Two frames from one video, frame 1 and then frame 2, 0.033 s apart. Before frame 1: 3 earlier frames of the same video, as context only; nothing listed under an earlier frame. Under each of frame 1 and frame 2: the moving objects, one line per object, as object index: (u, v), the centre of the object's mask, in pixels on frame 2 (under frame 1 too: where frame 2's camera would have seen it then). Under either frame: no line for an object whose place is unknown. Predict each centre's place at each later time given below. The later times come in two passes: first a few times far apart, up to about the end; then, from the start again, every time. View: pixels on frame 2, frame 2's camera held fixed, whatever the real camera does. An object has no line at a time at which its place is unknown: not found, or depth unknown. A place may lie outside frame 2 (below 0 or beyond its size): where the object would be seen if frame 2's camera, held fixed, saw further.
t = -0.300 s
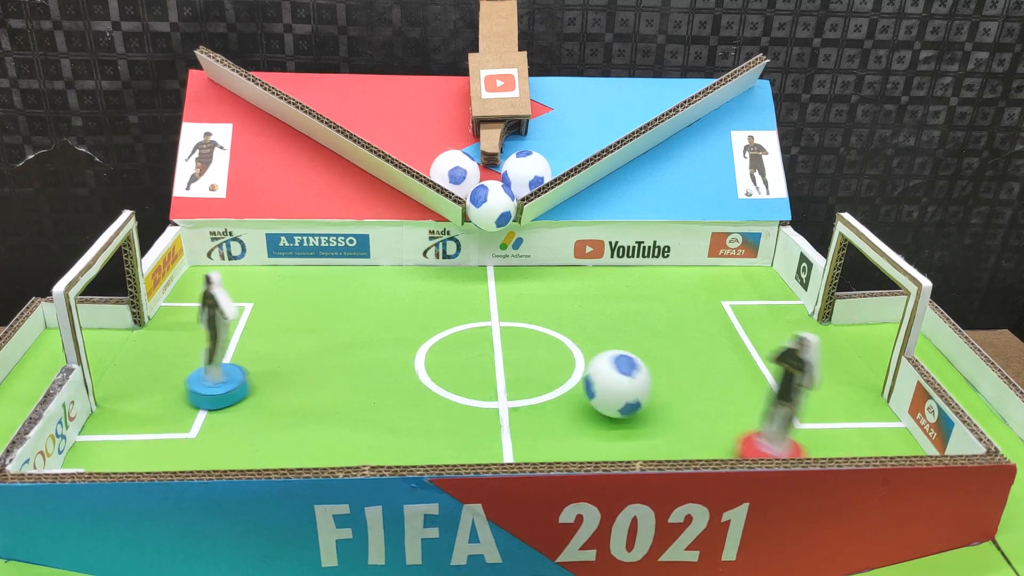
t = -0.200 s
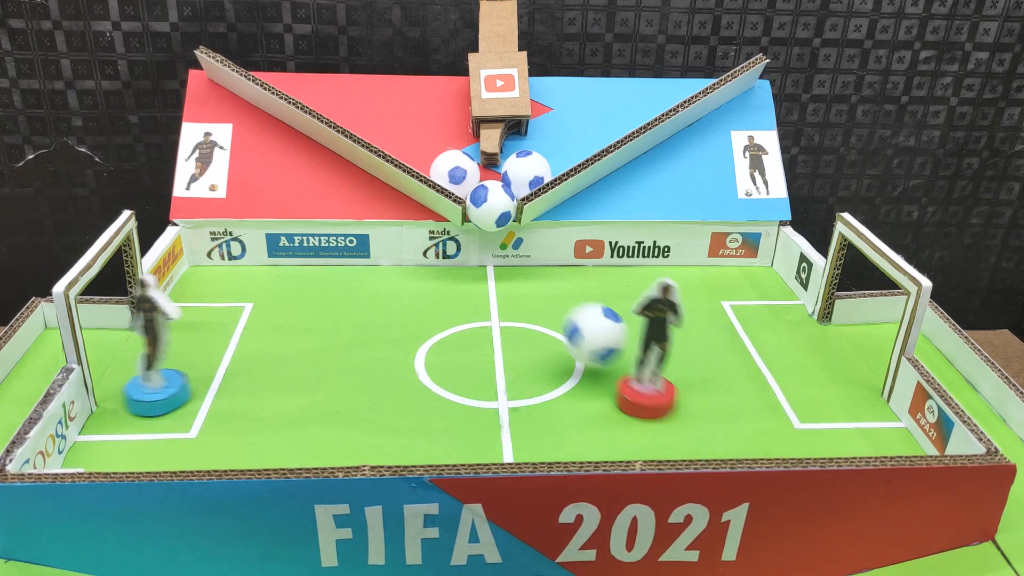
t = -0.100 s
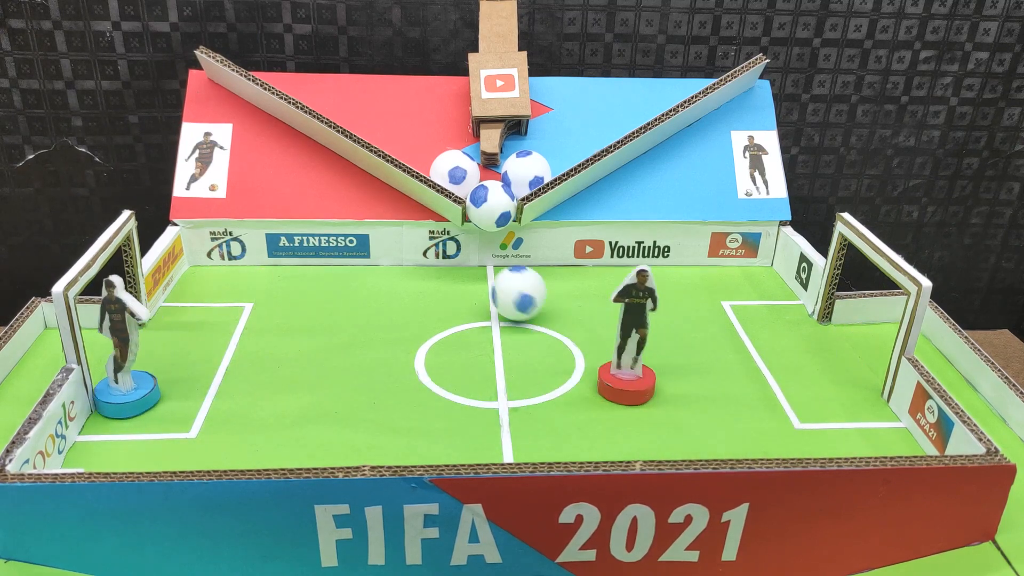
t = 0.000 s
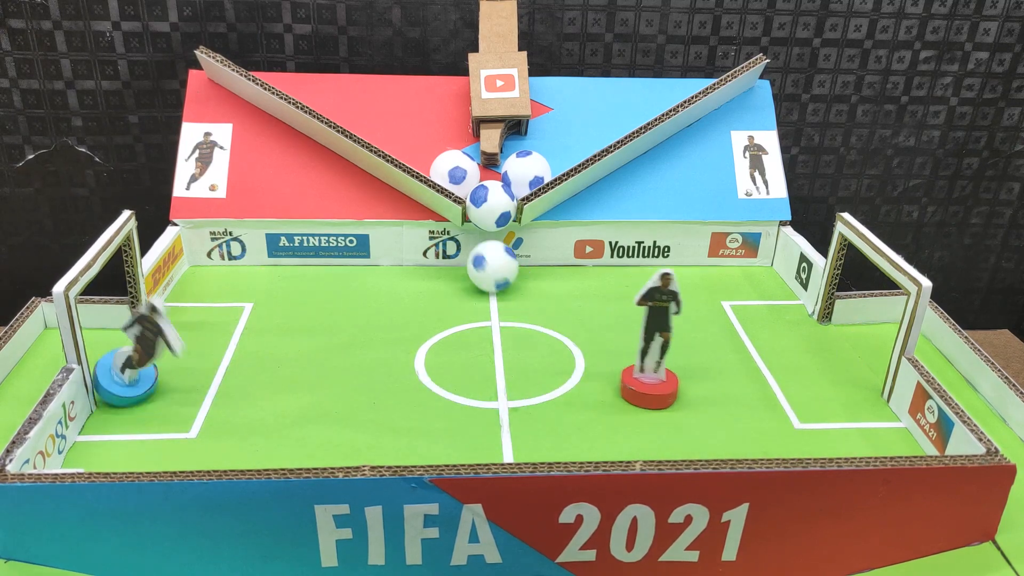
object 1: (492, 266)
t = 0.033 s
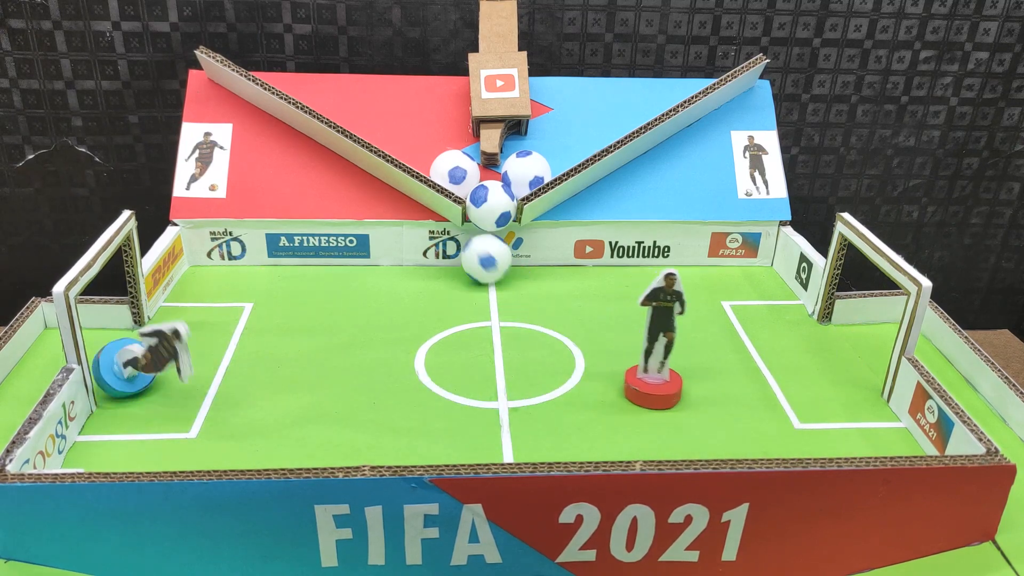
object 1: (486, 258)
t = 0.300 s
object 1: (419, 281)
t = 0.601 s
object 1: (335, 316)
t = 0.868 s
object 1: (267, 353)
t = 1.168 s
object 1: (178, 399)
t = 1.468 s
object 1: (114, 444)
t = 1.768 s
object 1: (107, 441)
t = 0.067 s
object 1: (478, 256)
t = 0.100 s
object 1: (470, 262)
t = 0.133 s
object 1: (460, 265)
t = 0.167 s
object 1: (451, 268)
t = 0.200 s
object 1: (443, 271)
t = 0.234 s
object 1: (434, 274)
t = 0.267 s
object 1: (427, 277)
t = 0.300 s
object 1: (419, 281)
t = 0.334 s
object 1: (410, 284)
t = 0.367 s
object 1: (402, 288)
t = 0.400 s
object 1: (393, 292)
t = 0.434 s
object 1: (384, 296)
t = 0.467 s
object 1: (374, 300)
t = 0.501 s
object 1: (364, 305)
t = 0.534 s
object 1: (354, 309)
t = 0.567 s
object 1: (344, 312)
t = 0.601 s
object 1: (335, 316)
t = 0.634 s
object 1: (326, 320)
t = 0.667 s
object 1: (318, 324)
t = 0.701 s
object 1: (310, 329)
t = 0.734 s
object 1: (302, 333)
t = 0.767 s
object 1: (293, 338)
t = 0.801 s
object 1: (285, 342)
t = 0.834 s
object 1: (276, 347)
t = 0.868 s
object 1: (267, 353)
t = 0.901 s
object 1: (257, 358)
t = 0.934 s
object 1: (245, 364)
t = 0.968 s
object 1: (233, 369)
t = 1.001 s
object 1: (221, 375)
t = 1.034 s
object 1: (211, 380)
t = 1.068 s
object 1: (202, 385)
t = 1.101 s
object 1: (194, 389)
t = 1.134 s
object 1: (186, 394)
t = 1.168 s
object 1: (178, 399)
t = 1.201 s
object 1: (170, 404)
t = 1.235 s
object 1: (163, 408)
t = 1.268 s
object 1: (156, 413)
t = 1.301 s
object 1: (148, 419)
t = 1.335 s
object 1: (141, 424)
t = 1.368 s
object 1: (134, 430)
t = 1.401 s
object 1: (127, 436)
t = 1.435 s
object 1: (120, 441)
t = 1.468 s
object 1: (114, 444)
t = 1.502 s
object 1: (107, 448)
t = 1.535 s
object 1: (101, 452)
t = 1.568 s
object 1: (102, 451)
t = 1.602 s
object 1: (103, 449)
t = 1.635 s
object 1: (103, 447)
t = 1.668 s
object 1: (104, 445)
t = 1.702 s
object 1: (105, 443)
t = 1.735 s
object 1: (106, 442)
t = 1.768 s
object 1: (107, 441)
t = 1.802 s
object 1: (109, 440)
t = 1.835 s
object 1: (110, 439)
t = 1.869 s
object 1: (112, 438)
